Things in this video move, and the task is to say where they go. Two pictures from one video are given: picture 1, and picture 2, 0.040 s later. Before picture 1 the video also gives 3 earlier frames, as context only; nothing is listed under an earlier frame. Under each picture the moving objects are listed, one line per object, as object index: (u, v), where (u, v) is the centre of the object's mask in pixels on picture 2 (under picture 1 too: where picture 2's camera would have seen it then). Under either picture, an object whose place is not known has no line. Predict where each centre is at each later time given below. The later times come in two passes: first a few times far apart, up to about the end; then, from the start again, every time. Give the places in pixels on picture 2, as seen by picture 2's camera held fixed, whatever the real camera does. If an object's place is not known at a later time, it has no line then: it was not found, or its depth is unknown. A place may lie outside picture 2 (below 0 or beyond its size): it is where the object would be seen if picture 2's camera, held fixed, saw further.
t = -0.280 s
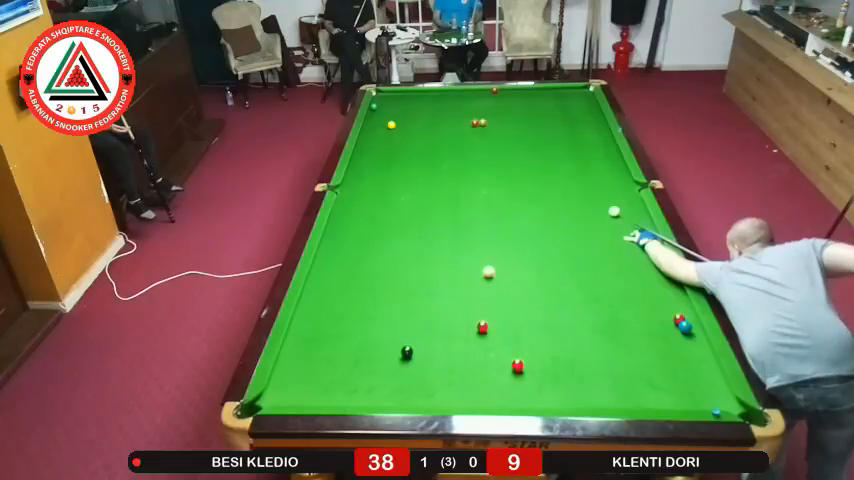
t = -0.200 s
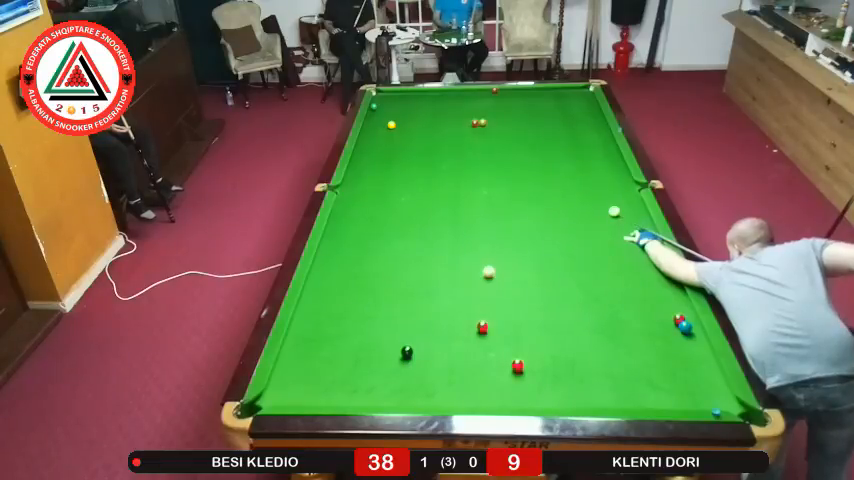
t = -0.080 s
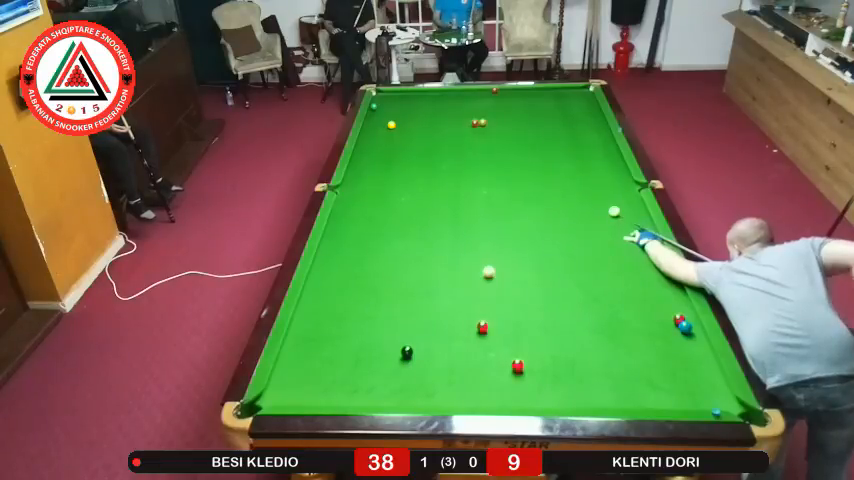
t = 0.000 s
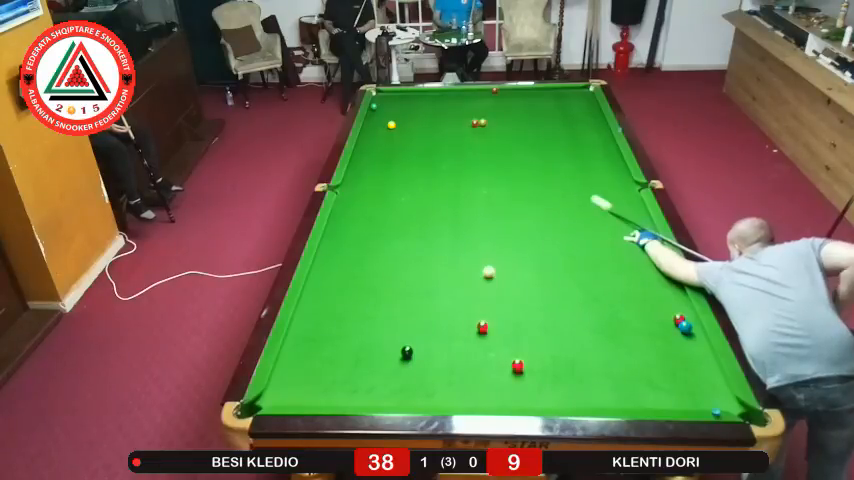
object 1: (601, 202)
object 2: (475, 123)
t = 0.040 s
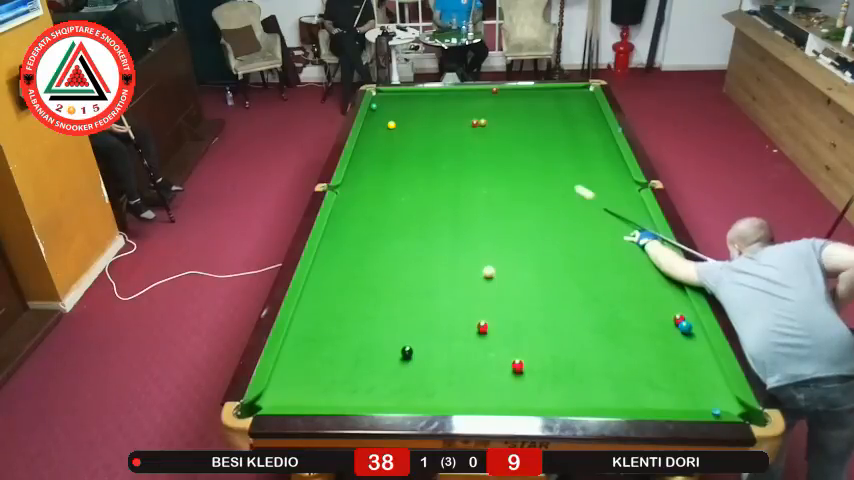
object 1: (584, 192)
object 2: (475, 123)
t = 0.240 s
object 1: (519, 150)
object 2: (475, 123)
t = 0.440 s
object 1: (478, 125)
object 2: (470, 121)
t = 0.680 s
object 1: (475, 124)
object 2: (437, 99)
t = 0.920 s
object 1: (474, 123)
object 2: (416, 98)
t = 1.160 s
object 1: (473, 123)
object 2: (396, 109)
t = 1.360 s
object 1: (472, 122)
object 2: (379, 118)
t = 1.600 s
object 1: (472, 122)
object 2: (367, 130)
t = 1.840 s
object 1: (472, 122)
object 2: (377, 140)
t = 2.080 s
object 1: (472, 122)
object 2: (387, 151)
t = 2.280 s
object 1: (472, 122)
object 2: (395, 160)
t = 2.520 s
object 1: (472, 122)
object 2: (406, 172)
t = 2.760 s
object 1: (472, 122)
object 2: (417, 183)
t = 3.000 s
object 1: (472, 122)
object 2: (429, 196)
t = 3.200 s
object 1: (472, 122)
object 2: (439, 206)
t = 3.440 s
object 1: (472, 122)
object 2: (451, 219)
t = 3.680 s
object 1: (472, 122)
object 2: (464, 233)
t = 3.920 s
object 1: (472, 122)
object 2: (478, 247)
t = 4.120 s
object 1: (472, 122)
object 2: (489, 258)
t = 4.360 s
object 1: (472, 122)
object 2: (504, 274)
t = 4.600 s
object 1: (472, 122)
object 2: (518, 290)
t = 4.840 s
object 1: (472, 122)
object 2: (533, 305)
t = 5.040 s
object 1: (472, 122)
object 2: (546, 319)
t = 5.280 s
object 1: (472, 122)
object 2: (561, 335)
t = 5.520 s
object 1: (472, 122)
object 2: (577, 352)
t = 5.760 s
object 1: (472, 122)
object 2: (593, 369)
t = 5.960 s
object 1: (472, 122)
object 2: (606, 384)
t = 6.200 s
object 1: (472, 122)
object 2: (622, 399)
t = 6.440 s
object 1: (472, 122)
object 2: (630, 397)
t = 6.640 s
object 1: (472, 122)
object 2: (634, 390)
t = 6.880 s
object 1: (472, 122)
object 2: (638, 381)
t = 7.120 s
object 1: (472, 122)
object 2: (641, 374)
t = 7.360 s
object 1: (472, 122)
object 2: (644, 368)
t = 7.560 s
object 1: (472, 122)
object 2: (646, 364)
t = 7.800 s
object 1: (472, 122)
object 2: (648, 360)
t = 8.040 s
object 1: (472, 122)
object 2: (650, 358)
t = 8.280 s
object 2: (651, 356)
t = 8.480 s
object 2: (651, 355)
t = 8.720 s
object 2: (651, 355)
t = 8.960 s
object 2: (651, 355)
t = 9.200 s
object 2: (651, 355)
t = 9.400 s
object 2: (651, 355)
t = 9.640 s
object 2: (651, 355)
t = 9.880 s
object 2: (651, 355)
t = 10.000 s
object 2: (651, 355)
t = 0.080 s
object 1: (569, 182)
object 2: (475, 123)
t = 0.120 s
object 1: (554, 173)
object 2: (475, 123)
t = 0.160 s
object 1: (542, 165)
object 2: (475, 123)
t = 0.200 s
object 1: (529, 157)
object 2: (475, 123)
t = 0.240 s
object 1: (519, 150)
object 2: (475, 123)
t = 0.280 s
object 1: (509, 144)
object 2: (475, 123)
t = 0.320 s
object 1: (499, 138)
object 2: (475, 123)
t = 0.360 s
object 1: (490, 133)
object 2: (475, 123)
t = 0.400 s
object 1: (482, 127)
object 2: (474, 123)
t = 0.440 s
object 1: (478, 125)
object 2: (470, 121)
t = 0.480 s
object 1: (477, 125)
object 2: (464, 116)
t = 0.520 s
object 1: (477, 124)
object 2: (459, 113)
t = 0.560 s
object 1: (476, 124)
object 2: (453, 108)
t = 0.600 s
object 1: (476, 124)
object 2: (447, 106)
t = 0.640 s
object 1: (476, 124)
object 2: (442, 102)
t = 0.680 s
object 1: (475, 124)
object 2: (437, 99)
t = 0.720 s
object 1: (475, 124)
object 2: (433, 96)
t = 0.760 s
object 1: (475, 124)
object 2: (429, 94)
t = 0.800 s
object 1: (475, 123)
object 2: (425, 92)
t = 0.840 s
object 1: (475, 123)
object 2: (422, 93)
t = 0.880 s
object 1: (474, 123)
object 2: (419, 95)
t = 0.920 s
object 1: (474, 123)
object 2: (416, 98)
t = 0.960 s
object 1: (474, 123)
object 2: (412, 100)
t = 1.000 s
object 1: (473, 123)
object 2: (409, 102)
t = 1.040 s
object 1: (473, 123)
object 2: (406, 103)
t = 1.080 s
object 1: (473, 123)
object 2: (403, 105)
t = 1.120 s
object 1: (473, 123)
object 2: (399, 107)
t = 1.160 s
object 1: (473, 123)
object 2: (396, 109)
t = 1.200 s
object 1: (473, 123)
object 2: (392, 111)
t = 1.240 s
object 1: (473, 122)
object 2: (389, 112)
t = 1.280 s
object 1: (472, 122)
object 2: (386, 115)
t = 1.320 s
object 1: (472, 122)
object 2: (382, 116)
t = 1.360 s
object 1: (472, 122)
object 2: (379, 118)
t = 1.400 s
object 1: (472, 122)
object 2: (375, 120)
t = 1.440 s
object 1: (472, 122)
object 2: (371, 122)
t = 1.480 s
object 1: (472, 122)
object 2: (367, 125)
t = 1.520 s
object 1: (472, 122)
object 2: (365, 127)
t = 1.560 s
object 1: (472, 122)
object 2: (366, 128)
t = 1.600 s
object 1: (472, 122)
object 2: (367, 130)
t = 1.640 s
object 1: (472, 122)
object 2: (369, 131)
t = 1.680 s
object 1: (472, 122)
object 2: (371, 133)
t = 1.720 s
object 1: (472, 122)
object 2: (372, 135)
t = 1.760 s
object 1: (472, 122)
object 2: (374, 137)
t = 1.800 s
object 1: (472, 122)
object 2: (375, 138)
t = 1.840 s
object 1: (472, 122)
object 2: (377, 140)
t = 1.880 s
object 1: (472, 122)
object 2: (378, 142)
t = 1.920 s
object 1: (472, 122)
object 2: (380, 144)
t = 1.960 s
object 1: (472, 122)
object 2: (381, 146)
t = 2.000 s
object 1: (472, 122)
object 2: (383, 147)
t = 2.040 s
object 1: (472, 122)
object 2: (385, 149)
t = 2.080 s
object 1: (472, 122)
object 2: (387, 151)
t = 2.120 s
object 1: (472, 122)
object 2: (388, 153)
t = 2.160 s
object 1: (472, 122)
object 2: (390, 155)
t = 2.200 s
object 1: (472, 122)
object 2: (391, 156)
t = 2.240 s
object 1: (472, 122)
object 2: (393, 158)
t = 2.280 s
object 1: (472, 122)
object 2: (395, 160)
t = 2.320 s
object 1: (472, 122)
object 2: (397, 162)
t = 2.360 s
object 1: (472, 122)
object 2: (399, 164)
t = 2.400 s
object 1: (472, 122)
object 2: (401, 166)
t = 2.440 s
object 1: (472, 122)
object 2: (402, 168)
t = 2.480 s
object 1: (472, 122)
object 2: (404, 170)
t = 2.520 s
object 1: (472, 122)
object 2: (406, 172)
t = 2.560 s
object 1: (472, 122)
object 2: (408, 173)
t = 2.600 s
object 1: (472, 122)
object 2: (409, 176)
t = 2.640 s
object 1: (472, 122)
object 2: (411, 177)
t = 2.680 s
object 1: (472, 122)
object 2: (413, 180)
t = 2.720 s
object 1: (472, 122)
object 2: (415, 182)
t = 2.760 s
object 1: (472, 122)
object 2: (417, 183)
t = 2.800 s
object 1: (472, 122)
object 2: (419, 186)
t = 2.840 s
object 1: (472, 122)
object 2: (421, 188)
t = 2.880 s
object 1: (472, 122)
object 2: (423, 190)
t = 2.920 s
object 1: (472, 122)
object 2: (425, 192)
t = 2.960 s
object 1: (472, 122)
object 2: (427, 194)
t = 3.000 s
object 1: (472, 122)
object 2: (429, 196)
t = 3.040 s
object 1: (472, 122)
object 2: (431, 198)
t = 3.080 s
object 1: (472, 122)
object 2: (433, 200)
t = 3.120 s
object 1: (472, 122)
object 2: (435, 202)
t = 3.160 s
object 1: (472, 122)
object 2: (437, 204)
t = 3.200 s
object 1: (472, 122)
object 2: (439, 206)
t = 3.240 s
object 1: (472, 122)
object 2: (441, 208)
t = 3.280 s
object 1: (472, 122)
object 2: (443, 211)
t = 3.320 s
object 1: (472, 122)
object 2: (445, 213)
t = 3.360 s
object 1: (472, 122)
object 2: (447, 215)
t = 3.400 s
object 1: (472, 122)
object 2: (449, 217)
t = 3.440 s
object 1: (472, 122)
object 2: (451, 219)
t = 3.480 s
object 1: (472, 122)
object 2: (453, 221)
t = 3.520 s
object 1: (472, 122)
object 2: (455, 224)
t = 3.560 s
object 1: (472, 122)
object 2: (457, 226)
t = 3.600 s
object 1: (472, 122)
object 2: (460, 228)
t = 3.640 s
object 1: (472, 122)
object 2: (462, 231)
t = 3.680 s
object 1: (472, 122)
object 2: (464, 233)
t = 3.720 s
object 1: (472, 122)
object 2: (466, 235)
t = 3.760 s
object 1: (472, 122)
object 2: (469, 237)
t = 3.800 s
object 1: (472, 122)
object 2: (471, 240)
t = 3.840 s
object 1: (472, 122)
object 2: (473, 242)
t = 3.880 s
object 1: (472, 122)
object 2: (475, 245)
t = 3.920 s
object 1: (472, 122)
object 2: (478, 247)
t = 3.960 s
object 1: (472, 122)
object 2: (480, 249)
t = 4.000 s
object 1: (472, 122)
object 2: (483, 252)
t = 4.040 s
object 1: (472, 122)
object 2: (485, 254)
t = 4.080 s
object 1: (472, 122)
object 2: (487, 257)
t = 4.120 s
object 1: (472, 122)
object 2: (489, 258)
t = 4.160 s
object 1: (472, 122)
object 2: (492, 261)
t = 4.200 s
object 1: (472, 122)
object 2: (494, 263)
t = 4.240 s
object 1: (472, 122)
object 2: (497, 266)
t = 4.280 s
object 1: (472, 122)
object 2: (499, 268)
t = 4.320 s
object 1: (472, 122)
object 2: (501, 272)
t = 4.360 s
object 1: (472, 122)
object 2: (504, 274)
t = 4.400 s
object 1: (472, 122)
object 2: (506, 277)
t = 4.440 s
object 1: (472, 122)
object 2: (509, 279)
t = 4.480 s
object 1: (472, 122)
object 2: (511, 282)
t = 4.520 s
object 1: (472, 122)
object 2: (513, 284)
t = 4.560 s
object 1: (472, 122)
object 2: (516, 287)
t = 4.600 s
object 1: (472, 122)
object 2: (518, 290)
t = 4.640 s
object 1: (472, 122)
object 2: (520, 292)
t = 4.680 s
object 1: (472, 122)
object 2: (523, 295)
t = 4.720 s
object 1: (472, 122)
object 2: (526, 297)
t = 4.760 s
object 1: (472, 122)
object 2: (528, 300)
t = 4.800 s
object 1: (472, 122)
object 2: (531, 303)
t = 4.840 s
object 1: (472, 122)
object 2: (533, 305)
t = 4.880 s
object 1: (472, 122)
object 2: (536, 308)
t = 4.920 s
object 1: (472, 122)
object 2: (538, 311)
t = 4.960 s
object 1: (472, 122)
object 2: (541, 313)
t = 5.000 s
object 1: (472, 122)
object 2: (543, 316)
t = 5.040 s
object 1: (472, 122)
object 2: (546, 319)
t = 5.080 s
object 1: (472, 122)
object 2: (549, 322)
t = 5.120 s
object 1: (472, 122)
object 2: (551, 324)
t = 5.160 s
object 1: (472, 122)
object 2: (554, 327)
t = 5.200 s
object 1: (472, 122)
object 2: (556, 330)
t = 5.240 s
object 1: (472, 122)
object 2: (559, 333)
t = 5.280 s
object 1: (472, 122)
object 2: (561, 335)
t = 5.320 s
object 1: (472, 122)
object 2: (564, 338)
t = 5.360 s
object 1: (472, 122)
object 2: (567, 341)
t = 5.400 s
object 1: (472, 122)
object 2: (569, 344)
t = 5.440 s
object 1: (472, 122)
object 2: (572, 347)
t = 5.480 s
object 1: (472, 122)
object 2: (574, 349)
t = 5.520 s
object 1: (472, 122)
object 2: (577, 352)
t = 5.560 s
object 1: (472, 122)
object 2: (579, 355)
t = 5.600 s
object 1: (472, 122)
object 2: (582, 358)
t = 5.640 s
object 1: (472, 122)
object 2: (585, 361)
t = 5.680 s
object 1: (472, 122)
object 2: (588, 364)
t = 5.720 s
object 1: (472, 122)
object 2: (590, 367)
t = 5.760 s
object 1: (472, 122)
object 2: (593, 369)
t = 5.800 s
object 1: (472, 122)
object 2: (595, 372)
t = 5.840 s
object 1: (472, 122)
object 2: (598, 375)
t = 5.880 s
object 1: (472, 122)
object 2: (601, 378)
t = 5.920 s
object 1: (472, 122)
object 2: (604, 381)
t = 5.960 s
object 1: (472, 122)
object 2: (606, 384)
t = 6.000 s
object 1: (472, 122)
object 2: (609, 387)
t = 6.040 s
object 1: (472, 122)
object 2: (612, 390)
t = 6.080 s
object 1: (472, 122)
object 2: (615, 392)
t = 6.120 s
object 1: (472, 122)
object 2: (617, 395)
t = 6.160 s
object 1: (472, 122)
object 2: (620, 397)
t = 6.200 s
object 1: (472, 122)
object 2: (622, 399)
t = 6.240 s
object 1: (472, 122)
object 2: (625, 401)
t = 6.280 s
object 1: (472, 122)
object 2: (627, 402)
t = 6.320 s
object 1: (472, 122)
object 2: (628, 401)
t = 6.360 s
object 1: (472, 122)
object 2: (628, 399)
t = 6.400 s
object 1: (472, 122)
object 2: (629, 399)
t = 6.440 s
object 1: (472, 122)
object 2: (630, 397)
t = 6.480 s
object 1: (472, 122)
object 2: (631, 396)
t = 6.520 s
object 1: (472, 122)
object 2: (632, 395)
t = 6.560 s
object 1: (472, 122)
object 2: (633, 393)
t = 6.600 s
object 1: (472, 122)
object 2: (634, 391)
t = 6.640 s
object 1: (472, 122)
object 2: (634, 390)
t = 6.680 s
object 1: (472, 122)
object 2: (635, 388)
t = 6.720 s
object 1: (472, 122)
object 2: (635, 387)
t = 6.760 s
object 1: (472, 122)
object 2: (636, 385)
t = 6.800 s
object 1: (472, 122)
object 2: (637, 384)
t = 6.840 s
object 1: (472, 122)
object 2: (637, 382)
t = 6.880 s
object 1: (472, 122)
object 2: (638, 381)
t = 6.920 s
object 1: (472, 122)
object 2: (638, 380)
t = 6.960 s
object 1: (472, 122)
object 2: (639, 379)
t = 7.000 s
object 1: (472, 122)
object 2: (640, 377)
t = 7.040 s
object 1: (472, 122)
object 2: (640, 377)
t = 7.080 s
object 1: (472, 122)
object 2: (641, 375)
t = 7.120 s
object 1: (472, 122)
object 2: (641, 374)
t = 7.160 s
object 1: (472, 122)
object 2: (642, 373)
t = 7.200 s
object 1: (472, 122)
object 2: (642, 372)
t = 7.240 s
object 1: (472, 122)
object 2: (643, 371)
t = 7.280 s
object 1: (472, 122)
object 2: (643, 370)
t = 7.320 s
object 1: (472, 122)
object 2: (643, 369)
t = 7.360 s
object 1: (472, 122)
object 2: (644, 368)
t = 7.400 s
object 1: (472, 122)
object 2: (644, 367)
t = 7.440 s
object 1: (472, 122)
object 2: (645, 366)
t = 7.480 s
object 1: (472, 122)
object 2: (645, 366)
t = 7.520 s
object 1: (472, 122)
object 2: (645, 365)
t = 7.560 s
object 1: (472, 122)
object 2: (646, 364)
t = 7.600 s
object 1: (472, 122)
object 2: (646, 363)
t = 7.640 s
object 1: (472, 122)
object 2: (646, 363)
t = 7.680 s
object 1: (472, 122)
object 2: (647, 362)
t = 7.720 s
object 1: (472, 122)
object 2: (647, 361)
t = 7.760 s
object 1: (472, 122)
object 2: (647, 361)
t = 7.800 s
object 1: (472, 122)
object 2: (648, 360)
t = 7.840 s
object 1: (472, 122)
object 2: (648, 360)
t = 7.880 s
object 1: (472, 122)
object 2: (649, 359)
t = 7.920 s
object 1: (472, 122)
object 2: (649, 359)
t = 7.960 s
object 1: (472, 122)
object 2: (649, 359)
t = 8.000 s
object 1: (472, 122)
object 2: (649, 358)
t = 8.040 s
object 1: (472, 122)
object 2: (650, 358)
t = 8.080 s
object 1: (472, 122)
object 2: (650, 357)
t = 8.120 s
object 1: (472, 122)
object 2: (650, 357)
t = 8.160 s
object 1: (472, 122)
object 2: (650, 357)
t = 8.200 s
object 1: (472, 122)
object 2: (650, 356)
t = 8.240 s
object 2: (651, 356)
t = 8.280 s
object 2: (651, 356)
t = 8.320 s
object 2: (651, 356)
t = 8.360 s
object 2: (651, 356)
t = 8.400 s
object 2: (652, 356)
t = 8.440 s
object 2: (651, 355)
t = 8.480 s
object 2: (651, 355)
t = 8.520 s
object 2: (652, 355)
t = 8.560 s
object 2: (651, 355)
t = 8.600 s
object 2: (652, 355)
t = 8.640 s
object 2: (651, 355)
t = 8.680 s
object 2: (651, 355)
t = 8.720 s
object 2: (651, 355)
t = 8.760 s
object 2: (651, 355)
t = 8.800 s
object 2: (651, 355)
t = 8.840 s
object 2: (651, 355)
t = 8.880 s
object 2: (651, 355)
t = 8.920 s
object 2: (651, 355)
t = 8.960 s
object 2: (651, 355)
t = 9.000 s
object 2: (651, 355)
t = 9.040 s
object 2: (651, 355)
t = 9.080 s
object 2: (651, 355)
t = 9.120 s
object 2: (651, 355)
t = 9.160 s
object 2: (651, 355)
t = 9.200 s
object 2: (651, 355)
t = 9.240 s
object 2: (651, 355)
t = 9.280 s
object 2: (651, 355)
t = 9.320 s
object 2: (651, 355)
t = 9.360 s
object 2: (651, 355)
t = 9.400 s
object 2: (651, 355)
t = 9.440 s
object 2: (651, 355)
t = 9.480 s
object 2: (651, 355)
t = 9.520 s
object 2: (651, 355)
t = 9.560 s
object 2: (651, 355)
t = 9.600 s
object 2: (651, 355)
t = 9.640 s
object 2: (651, 355)
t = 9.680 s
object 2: (651, 355)
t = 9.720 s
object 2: (651, 355)
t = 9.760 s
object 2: (651, 355)
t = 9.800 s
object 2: (651, 355)
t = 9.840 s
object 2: (651, 355)
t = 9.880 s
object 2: (651, 355)
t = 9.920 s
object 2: (651, 355)
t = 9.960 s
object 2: (651, 355)
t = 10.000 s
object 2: (651, 355)
